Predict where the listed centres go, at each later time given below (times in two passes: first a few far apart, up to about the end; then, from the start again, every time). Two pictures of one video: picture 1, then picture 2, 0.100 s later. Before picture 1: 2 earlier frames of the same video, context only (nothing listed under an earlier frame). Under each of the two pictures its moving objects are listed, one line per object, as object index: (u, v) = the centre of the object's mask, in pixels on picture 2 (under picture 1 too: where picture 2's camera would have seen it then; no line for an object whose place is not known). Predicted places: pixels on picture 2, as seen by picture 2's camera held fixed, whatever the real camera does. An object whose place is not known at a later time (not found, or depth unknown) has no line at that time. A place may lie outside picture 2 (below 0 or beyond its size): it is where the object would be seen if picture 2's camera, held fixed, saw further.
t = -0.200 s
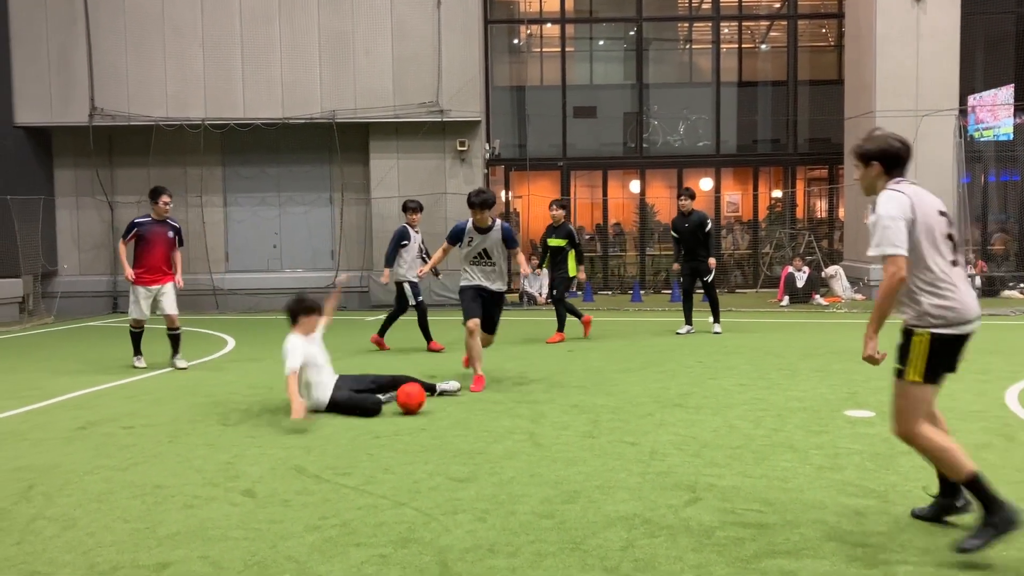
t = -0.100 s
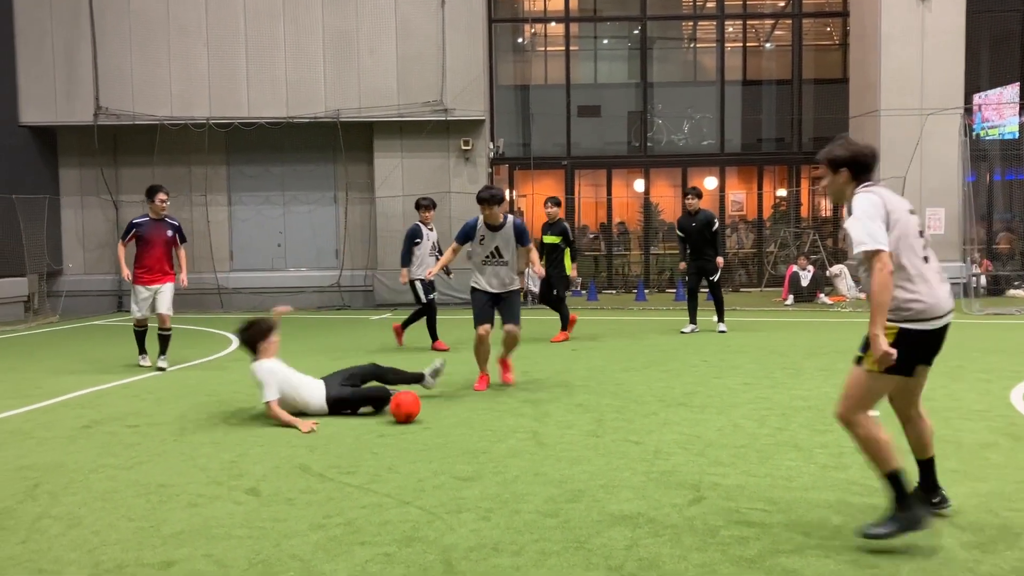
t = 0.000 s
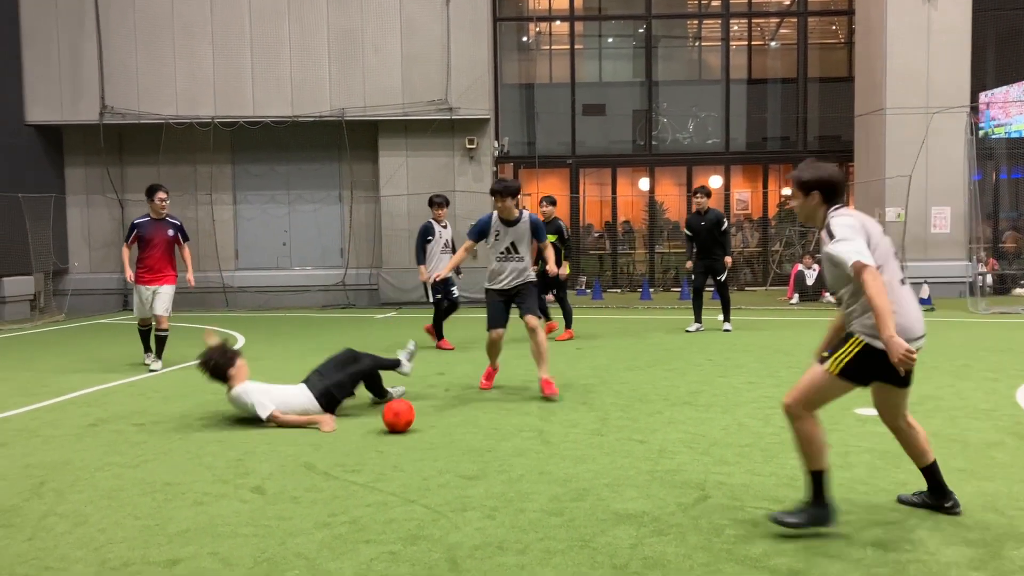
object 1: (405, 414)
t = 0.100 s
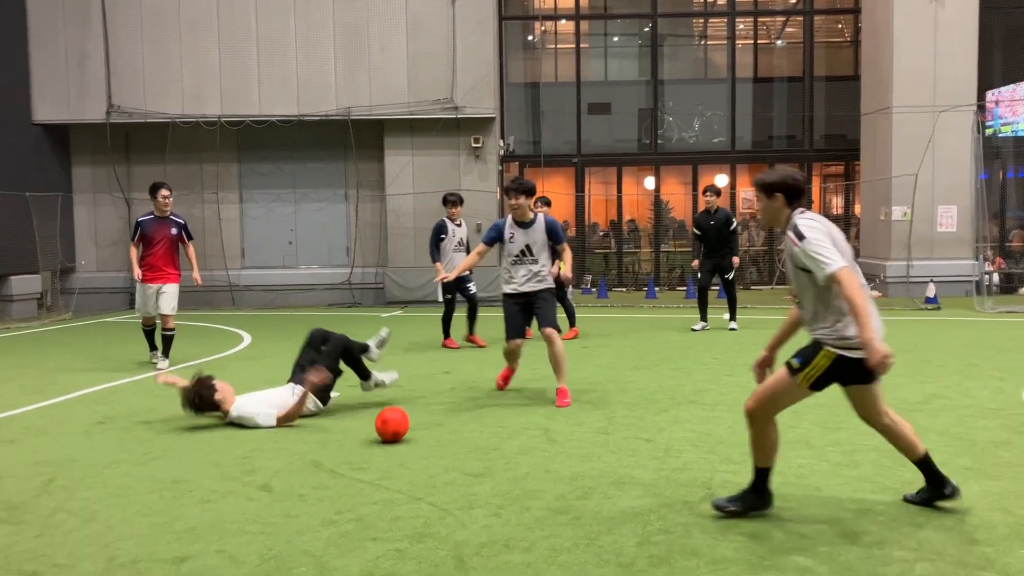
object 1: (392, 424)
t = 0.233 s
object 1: (372, 442)
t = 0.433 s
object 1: (335, 474)
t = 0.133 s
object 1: (387, 428)
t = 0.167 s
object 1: (383, 433)
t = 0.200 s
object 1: (377, 437)
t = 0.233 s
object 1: (372, 442)
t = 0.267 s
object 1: (367, 447)
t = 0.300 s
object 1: (361, 451)
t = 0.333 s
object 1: (355, 457)
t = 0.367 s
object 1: (349, 463)
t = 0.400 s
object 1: (342, 469)
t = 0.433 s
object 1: (335, 474)
